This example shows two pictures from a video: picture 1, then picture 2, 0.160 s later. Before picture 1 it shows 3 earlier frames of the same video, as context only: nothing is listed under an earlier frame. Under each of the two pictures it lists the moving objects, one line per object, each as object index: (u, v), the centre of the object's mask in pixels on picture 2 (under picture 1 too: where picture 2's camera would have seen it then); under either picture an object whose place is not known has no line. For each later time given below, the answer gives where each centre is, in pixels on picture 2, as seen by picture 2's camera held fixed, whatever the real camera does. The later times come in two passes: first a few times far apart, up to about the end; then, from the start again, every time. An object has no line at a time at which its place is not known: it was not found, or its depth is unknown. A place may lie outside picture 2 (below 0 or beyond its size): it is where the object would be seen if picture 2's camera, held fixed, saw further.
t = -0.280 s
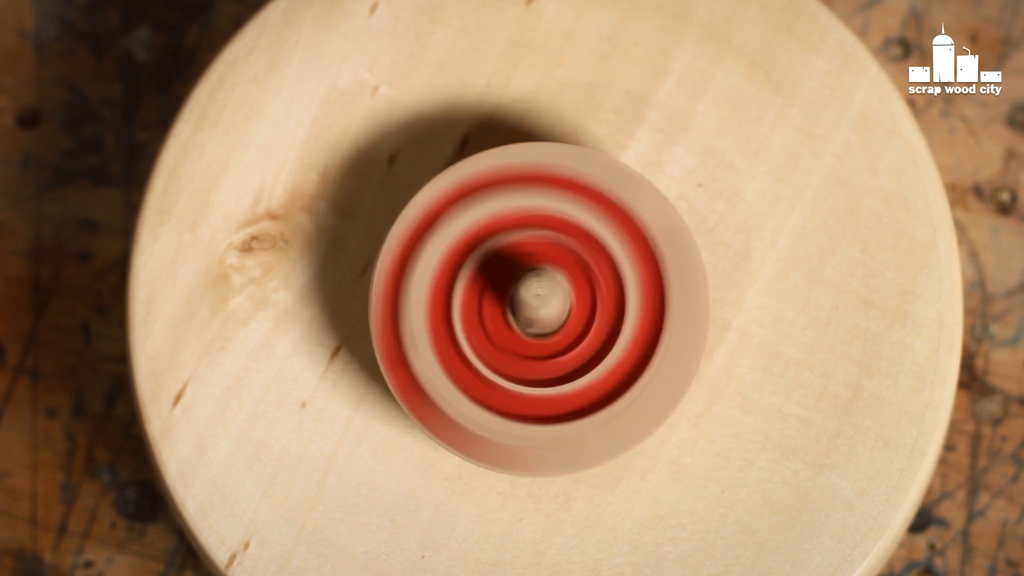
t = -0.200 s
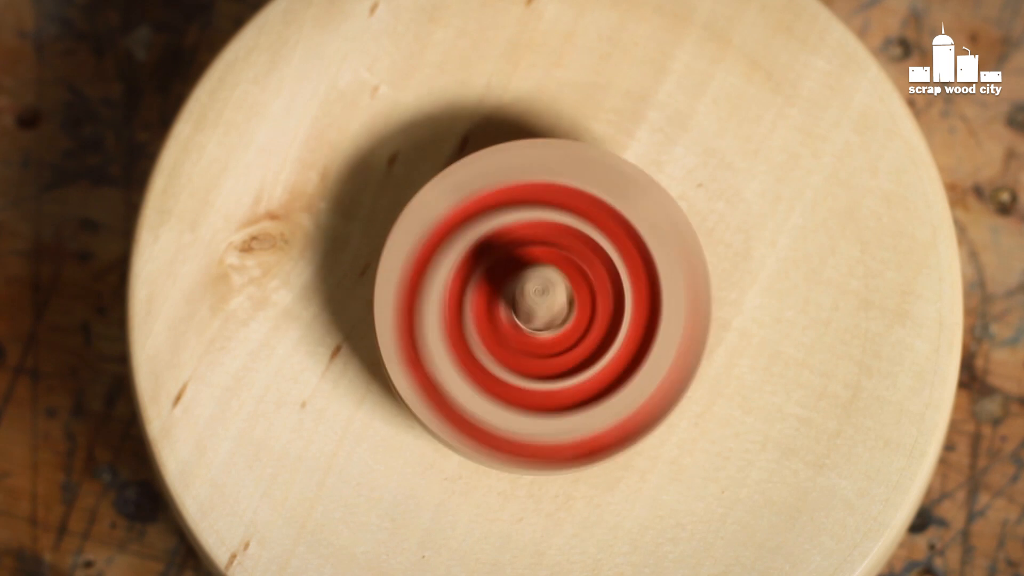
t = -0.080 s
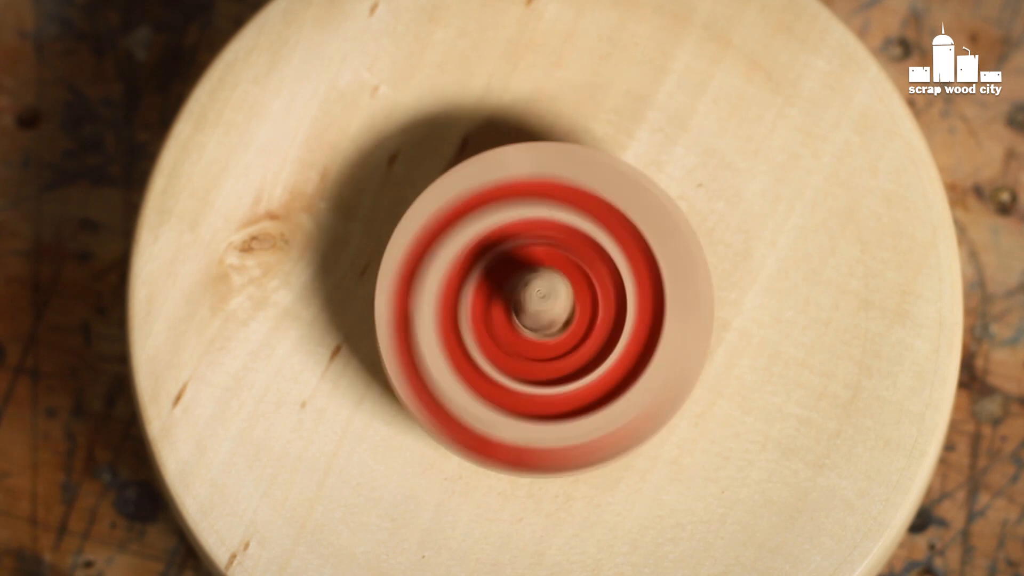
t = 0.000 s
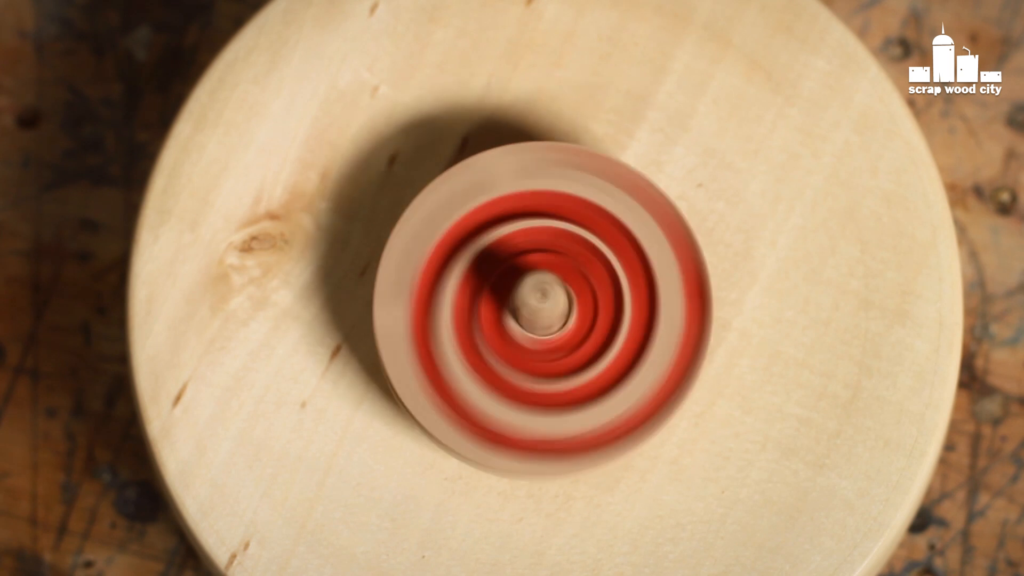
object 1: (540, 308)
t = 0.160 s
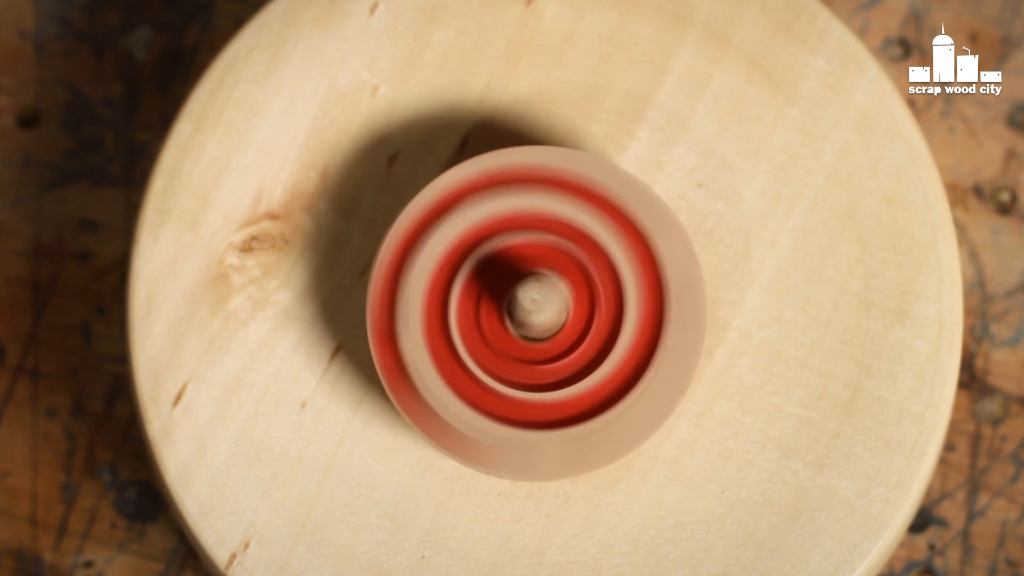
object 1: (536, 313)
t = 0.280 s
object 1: (534, 310)
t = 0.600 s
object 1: (538, 314)
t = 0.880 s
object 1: (542, 312)
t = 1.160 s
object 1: (543, 300)
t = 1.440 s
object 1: (545, 314)
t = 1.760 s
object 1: (545, 302)
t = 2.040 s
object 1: (536, 310)
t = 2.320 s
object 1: (543, 310)
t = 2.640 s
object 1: (536, 302)
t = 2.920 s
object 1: (544, 308)
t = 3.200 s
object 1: (546, 300)
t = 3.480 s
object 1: (548, 301)
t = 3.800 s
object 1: (548, 306)
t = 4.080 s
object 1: (541, 307)
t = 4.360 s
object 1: (540, 300)
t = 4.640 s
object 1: (538, 311)
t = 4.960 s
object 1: (538, 310)
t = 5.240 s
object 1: (536, 292)
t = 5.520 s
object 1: (517, 272)
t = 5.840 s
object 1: (531, 268)
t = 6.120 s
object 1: (556, 289)
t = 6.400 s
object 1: (542, 274)
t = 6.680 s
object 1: (540, 290)
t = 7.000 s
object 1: (547, 291)
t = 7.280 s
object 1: (531, 280)
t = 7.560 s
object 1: (532, 301)
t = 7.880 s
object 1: (520, 316)
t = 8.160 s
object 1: (560, 315)
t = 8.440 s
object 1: (531, 283)
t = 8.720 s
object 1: (541, 300)
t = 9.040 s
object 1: (502, 297)
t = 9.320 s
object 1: (548, 326)
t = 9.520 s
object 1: (587, 292)
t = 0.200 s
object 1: (533, 309)
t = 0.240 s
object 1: (537, 308)
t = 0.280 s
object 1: (534, 310)
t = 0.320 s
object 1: (532, 306)
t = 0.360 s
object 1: (539, 307)
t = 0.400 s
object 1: (536, 310)
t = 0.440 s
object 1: (537, 308)
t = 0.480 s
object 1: (542, 313)
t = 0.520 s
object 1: (536, 313)
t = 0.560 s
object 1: (537, 310)
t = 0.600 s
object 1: (538, 314)
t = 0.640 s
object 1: (533, 311)
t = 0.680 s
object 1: (536, 306)
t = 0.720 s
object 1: (536, 308)
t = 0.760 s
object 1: (534, 304)
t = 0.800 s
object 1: (540, 301)
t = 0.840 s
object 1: (544, 310)
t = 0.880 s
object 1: (542, 312)
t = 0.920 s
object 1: (547, 313)
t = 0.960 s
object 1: (545, 318)
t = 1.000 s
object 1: (541, 314)
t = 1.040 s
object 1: (544, 311)
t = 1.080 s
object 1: (540, 310)
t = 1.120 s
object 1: (537, 303)
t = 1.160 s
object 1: (543, 300)
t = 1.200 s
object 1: (541, 303)
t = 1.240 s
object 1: (540, 300)
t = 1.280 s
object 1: (547, 300)
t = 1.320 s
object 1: (546, 306)
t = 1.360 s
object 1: (543, 305)
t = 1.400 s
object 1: (548, 307)
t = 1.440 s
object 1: (545, 314)
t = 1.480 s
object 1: (541, 313)
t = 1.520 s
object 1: (545, 313)
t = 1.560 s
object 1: (542, 315)
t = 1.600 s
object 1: (538, 311)
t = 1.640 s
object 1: (543, 307)
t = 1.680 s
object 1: (542, 309)
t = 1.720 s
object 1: (540, 305)
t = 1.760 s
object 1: (545, 302)
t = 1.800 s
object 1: (546, 309)
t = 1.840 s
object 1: (542, 308)
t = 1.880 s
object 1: (544, 307)
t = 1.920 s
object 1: (545, 313)
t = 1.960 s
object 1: (537, 312)
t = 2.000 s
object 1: (536, 307)
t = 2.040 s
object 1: (536, 310)
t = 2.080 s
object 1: (529, 309)
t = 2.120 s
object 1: (529, 302)
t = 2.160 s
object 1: (537, 304)
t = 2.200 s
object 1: (534, 305)
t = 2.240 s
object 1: (534, 301)
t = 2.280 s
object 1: (544, 303)
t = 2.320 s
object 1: (543, 310)
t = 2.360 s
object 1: (540, 310)
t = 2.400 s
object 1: (545, 311)
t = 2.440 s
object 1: (544, 318)
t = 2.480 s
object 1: (537, 317)
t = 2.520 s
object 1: (539, 310)
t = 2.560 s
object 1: (541, 311)
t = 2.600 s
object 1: (536, 308)
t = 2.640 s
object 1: (536, 302)
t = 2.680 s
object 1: (547, 305)
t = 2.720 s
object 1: (547, 313)
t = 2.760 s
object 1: (545, 314)
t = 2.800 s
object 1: (550, 315)
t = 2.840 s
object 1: (550, 319)
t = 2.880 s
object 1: (543, 316)
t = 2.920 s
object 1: (544, 308)
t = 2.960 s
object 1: (546, 308)
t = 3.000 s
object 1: (541, 306)
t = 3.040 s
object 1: (540, 299)
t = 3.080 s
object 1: (548, 298)
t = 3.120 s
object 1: (547, 305)
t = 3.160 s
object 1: (544, 304)
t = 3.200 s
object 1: (546, 300)
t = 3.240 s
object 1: (551, 307)
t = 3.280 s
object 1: (545, 309)
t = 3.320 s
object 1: (543, 304)
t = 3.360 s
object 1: (549, 305)
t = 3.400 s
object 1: (547, 308)
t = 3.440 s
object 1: (543, 306)
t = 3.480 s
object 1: (548, 301)
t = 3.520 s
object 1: (554, 308)
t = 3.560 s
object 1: (549, 311)
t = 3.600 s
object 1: (547, 308)
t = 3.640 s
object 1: (552, 308)
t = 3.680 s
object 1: (551, 313)
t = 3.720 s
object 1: (543, 312)
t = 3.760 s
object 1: (543, 304)
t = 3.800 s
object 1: (548, 306)
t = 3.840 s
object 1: (544, 309)
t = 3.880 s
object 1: (539, 305)
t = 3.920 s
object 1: (543, 302)
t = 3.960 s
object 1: (546, 309)
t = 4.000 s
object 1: (540, 312)
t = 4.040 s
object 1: (536, 308)
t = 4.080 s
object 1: (541, 307)
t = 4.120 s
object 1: (539, 313)
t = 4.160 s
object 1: (530, 314)
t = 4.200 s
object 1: (528, 301)
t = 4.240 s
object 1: (537, 300)
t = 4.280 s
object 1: (541, 304)
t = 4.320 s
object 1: (539, 304)
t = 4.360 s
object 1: (540, 300)
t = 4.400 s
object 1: (547, 302)
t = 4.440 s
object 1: (545, 309)
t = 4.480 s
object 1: (540, 310)
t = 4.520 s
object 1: (541, 306)
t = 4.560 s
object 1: (546, 308)
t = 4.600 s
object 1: (544, 312)
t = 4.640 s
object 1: (538, 311)
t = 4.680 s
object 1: (541, 307)
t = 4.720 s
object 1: (547, 309)
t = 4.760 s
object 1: (545, 313)
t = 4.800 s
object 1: (539, 311)
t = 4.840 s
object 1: (541, 306)
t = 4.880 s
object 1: (547, 308)
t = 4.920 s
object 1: (546, 312)
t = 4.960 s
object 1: (538, 310)
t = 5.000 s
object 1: (539, 305)
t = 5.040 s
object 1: (543, 304)
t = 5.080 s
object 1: (545, 312)
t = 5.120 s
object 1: (530, 313)
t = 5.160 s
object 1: (522, 299)
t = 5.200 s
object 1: (528, 289)
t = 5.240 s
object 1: (536, 292)
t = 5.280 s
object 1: (529, 291)
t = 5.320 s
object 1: (525, 282)
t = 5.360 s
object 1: (530, 277)
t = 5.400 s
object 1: (537, 283)
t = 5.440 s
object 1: (527, 289)
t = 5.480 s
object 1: (514, 280)
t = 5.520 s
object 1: (517, 272)
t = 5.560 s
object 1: (525, 273)
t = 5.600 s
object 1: (518, 276)
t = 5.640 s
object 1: (512, 268)
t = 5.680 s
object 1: (517, 261)
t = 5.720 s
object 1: (531, 265)
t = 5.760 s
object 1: (534, 272)
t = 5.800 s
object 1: (529, 274)
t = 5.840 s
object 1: (531, 268)
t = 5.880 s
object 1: (542, 270)
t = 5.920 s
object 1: (545, 284)
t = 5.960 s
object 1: (535, 290)
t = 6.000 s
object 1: (531, 277)
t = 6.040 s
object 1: (541, 271)
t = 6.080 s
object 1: (555, 276)
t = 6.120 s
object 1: (556, 289)
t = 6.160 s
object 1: (548, 286)
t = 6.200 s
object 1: (551, 279)
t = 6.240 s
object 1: (564, 284)
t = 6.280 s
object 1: (562, 300)
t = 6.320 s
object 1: (544, 304)
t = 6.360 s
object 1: (534, 286)
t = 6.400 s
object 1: (542, 274)
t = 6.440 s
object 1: (552, 277)
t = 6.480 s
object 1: (555, 279)
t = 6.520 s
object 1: (559, 284)
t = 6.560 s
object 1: (559, 293)
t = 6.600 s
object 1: (552, 300)
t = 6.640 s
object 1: (544, 300)
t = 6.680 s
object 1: (540, 290)
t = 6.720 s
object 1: (546, 279)
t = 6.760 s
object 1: (562, 278)
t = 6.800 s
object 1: (571, 295)
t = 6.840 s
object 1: (561, 311)
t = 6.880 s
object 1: (546, 307)
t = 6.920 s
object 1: (543, 297)
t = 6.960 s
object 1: (548, 295)
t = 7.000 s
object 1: (547, 291)
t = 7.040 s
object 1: (553, 286)
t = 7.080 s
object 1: (563, 287)
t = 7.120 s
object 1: (569, 291)
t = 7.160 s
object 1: (562, 306)
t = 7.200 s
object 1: (546, 311)
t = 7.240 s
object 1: (531, 299)
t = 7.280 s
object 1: (531, 280)
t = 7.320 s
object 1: (550, 275)
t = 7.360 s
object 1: (565, 287)
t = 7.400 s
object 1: (564, 304)
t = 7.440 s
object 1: (551, 313)
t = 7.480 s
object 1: (544, 315)
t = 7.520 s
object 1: (537, 312)
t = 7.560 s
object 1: (532, 301)
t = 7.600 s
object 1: (533, 289)
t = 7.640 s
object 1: (541, 282)
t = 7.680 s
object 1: (550, 284)
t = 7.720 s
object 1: (562, 289)
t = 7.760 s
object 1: (566, 306)
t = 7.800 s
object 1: (558, 323)
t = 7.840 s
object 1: (538, 327)
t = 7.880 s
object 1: (520, 316)
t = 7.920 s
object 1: (515, 304)
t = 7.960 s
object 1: (516, 299)
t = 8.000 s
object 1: (521, 297)
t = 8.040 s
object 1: (533, 292)
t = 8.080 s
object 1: (547, 297)
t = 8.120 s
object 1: (556, 307)
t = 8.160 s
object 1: (560, 315)
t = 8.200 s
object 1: (554, 324)
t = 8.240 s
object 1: (543, 329)
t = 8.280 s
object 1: (528, 328)
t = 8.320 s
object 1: (516, 317)
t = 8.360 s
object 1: (510, 300)
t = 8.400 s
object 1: (518, 288)
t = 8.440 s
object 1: (531, 283)
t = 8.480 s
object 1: (539, 282)
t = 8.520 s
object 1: (543, 280)
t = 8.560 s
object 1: (544, 280)
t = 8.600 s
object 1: (544, 285)
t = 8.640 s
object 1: (545, 291)
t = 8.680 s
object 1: (542, 297)
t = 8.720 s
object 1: (541, 300)
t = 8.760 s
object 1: (538, 303)
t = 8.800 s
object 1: (535, 304)
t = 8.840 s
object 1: (528, 304)
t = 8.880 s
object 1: (521, 302)
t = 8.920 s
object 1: (514, 298)
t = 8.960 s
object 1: (508, 295)
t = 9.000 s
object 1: (505, 294)
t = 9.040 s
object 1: (502, 297)
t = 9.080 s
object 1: (504, 303)
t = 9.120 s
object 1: (509, 308)
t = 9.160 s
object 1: (515, 312)
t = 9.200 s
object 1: (521, 317)
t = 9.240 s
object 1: (525, 322)
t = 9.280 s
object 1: (536, 326)
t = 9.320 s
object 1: (548, 326)
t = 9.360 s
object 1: (557, 324)
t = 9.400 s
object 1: (565, 321)
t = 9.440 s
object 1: (573, 317)
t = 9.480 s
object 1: (582, 308)
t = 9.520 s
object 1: (587, 292)
